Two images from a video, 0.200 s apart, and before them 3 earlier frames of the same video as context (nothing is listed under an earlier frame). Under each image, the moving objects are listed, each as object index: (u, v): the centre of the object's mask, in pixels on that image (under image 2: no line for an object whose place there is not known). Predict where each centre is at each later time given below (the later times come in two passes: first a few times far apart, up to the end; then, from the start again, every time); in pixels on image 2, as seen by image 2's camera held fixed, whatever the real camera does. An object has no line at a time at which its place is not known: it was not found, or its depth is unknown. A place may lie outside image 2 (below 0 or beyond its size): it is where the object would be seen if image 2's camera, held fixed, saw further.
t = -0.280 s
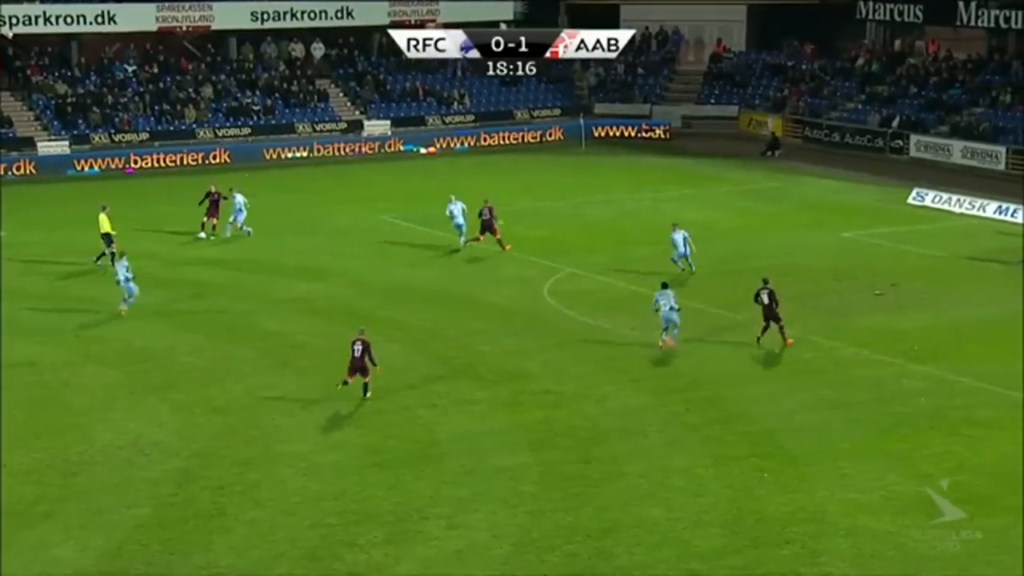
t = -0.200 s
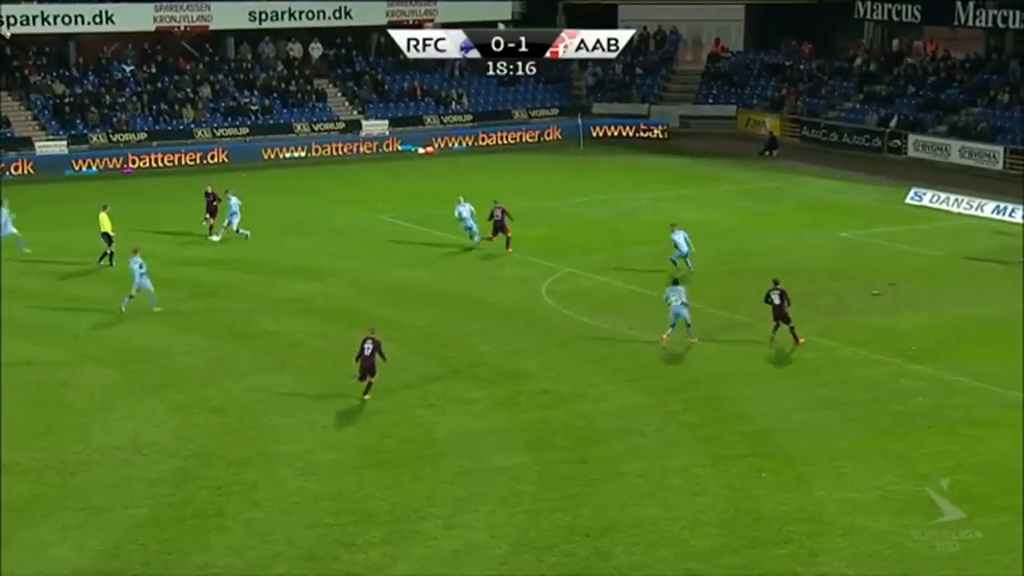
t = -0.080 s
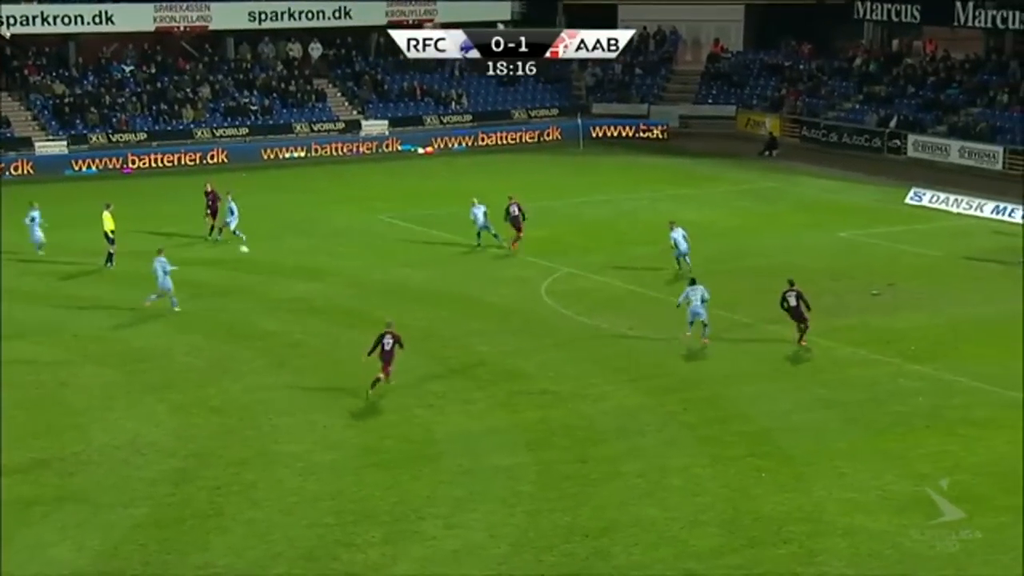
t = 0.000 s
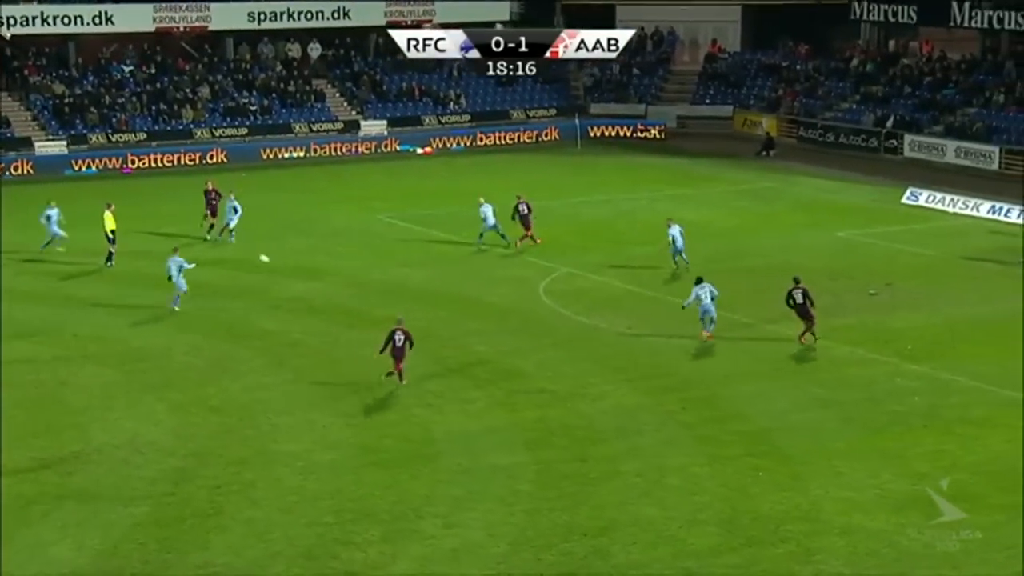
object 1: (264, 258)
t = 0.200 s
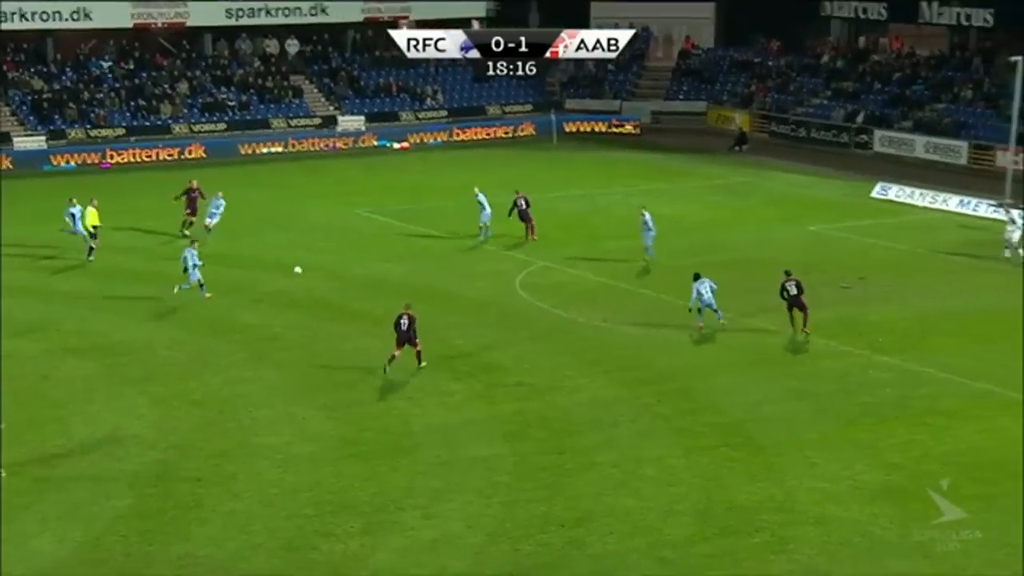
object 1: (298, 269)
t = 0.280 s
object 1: (321, 277)
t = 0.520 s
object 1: (393, 298)
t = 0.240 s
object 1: (309, 272)
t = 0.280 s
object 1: (321, 277)
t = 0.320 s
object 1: (333, 282)
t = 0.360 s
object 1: (345, 288)
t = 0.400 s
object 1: (357, 290)
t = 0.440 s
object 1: (369, 293)
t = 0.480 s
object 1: (380, 295)
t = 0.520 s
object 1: (393, 298)
